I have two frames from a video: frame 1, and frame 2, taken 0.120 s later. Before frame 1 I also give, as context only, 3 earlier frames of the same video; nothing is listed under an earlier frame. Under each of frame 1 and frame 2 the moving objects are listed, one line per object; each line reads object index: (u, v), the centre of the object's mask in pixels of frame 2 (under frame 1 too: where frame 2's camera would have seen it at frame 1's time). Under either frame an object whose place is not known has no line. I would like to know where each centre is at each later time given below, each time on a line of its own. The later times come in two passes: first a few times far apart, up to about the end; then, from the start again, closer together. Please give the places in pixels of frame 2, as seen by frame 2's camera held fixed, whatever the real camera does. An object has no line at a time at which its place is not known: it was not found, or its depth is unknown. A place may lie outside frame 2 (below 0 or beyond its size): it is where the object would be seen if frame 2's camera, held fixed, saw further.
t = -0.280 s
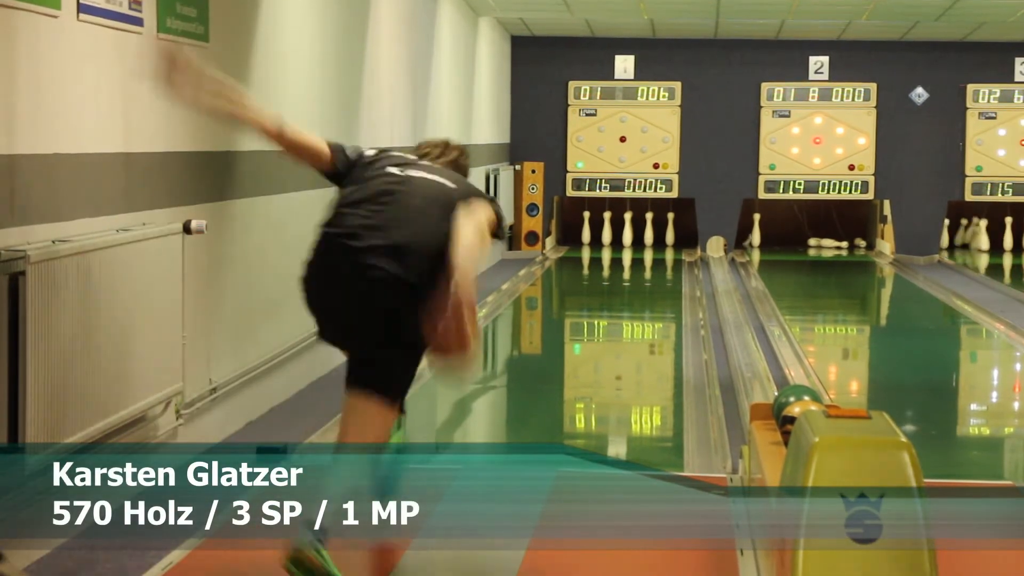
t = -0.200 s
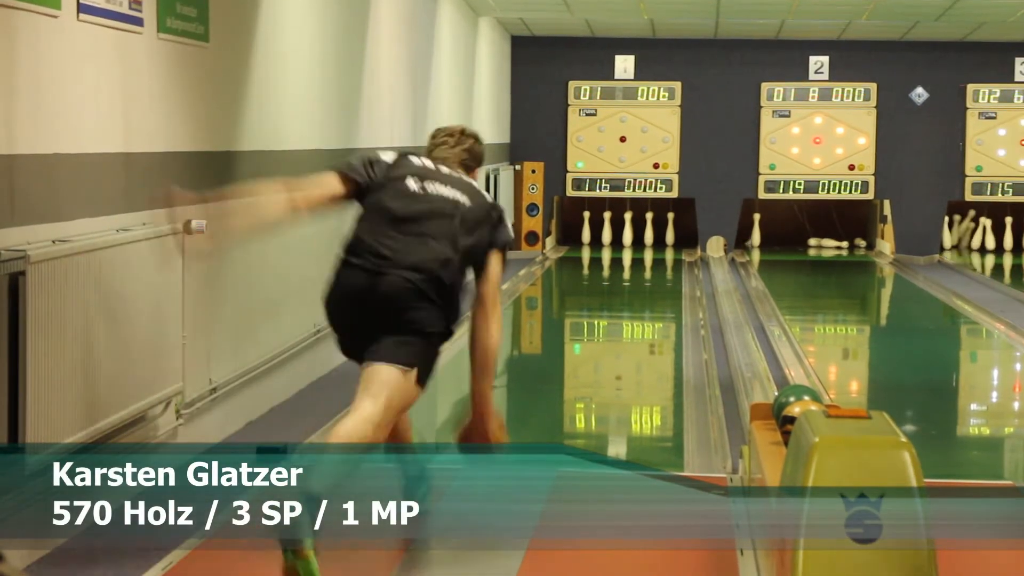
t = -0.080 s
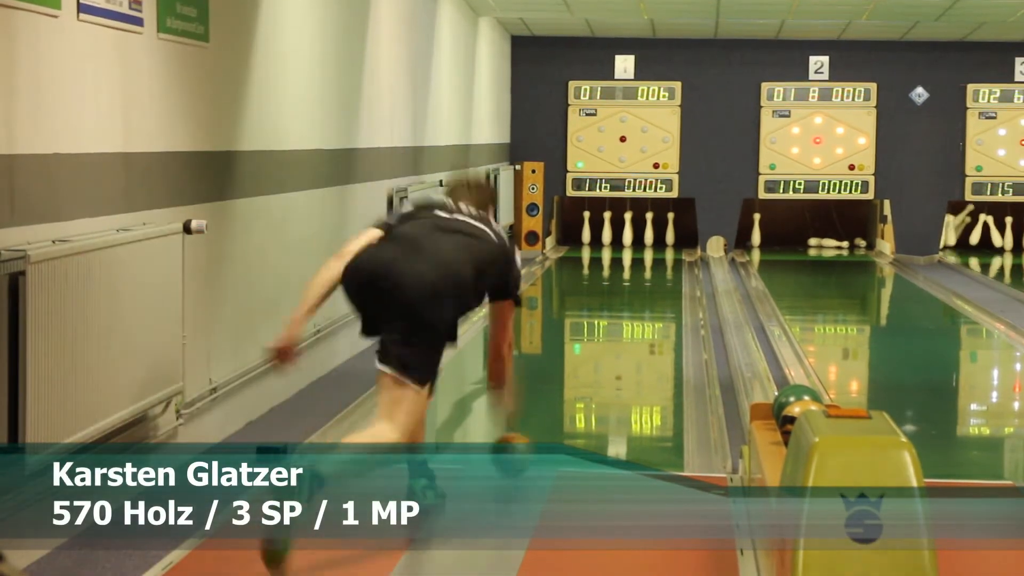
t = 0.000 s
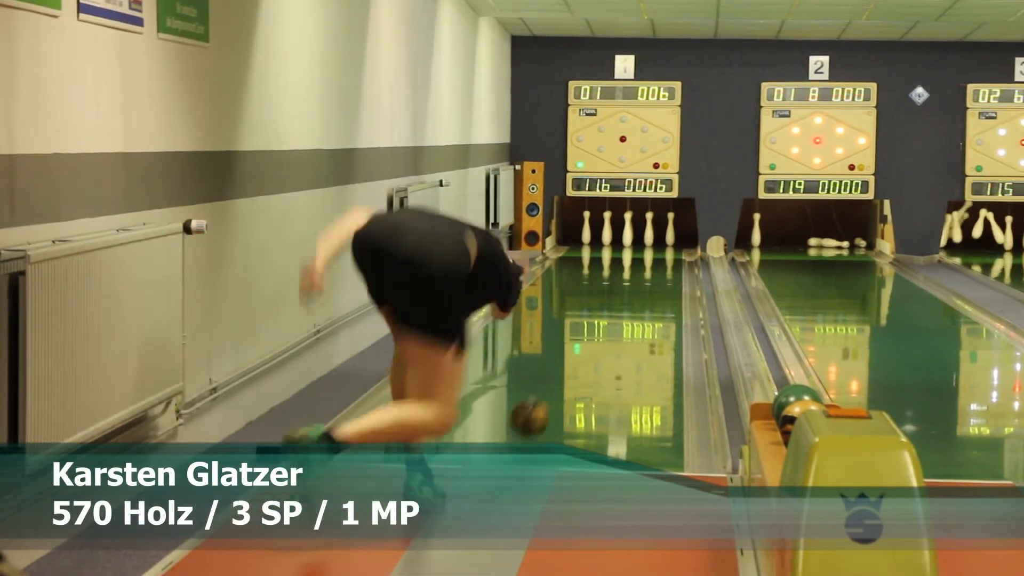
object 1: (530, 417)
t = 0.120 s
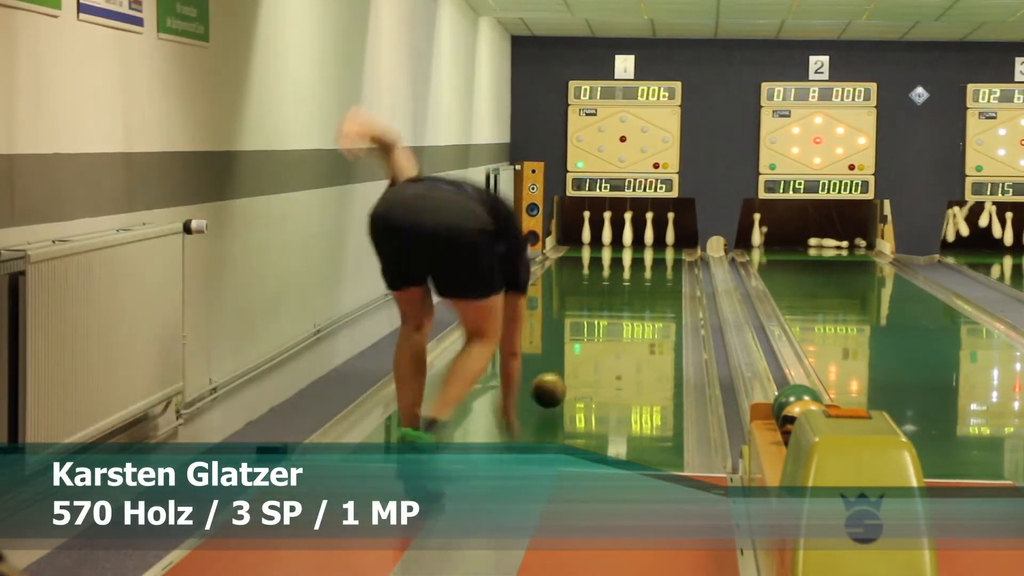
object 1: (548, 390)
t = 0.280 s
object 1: (568, 361)
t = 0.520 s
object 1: (588, 325)
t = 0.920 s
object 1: (609, 286)
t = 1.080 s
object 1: (615, 275)
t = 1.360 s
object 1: (622, 259)
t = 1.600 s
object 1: (628, 250)
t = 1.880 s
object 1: (633, 241)
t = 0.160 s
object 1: (554, 386)
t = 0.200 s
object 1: (559, 375)
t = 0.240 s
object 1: (563, 368)
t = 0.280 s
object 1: (568, 361)
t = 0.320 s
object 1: (572, 355)
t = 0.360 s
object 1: (576, 347)
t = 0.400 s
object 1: (579, 341)
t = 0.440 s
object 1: (582, 336)
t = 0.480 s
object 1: (585, 330)
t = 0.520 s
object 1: (588, 325)
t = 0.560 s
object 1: (591, 320)
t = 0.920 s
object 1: (609, 286)
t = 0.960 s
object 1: (611, 283)
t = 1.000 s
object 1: (613, 280)
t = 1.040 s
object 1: (613, 278)
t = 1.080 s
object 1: (615, 275)
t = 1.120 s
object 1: (615, 273)
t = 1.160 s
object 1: (616, 270)
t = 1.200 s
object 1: (618, 268)
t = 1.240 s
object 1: (618, 266)
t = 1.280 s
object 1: (620, 264)
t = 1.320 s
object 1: (620, 262)
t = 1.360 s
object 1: (622, 259)
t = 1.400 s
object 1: (624, 258)
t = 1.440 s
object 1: (625, 256)
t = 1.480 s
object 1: (626, 255)
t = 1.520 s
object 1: (626, 253)
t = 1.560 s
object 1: (627, 253)
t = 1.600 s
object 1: (628, 250)
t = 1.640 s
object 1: (628, 249)
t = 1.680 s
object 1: (629, 247)
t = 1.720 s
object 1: (630, 245)
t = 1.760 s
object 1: (630, 244)
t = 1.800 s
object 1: (631, 243)
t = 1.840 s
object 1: (632, 242)
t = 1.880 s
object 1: (633, 241)
